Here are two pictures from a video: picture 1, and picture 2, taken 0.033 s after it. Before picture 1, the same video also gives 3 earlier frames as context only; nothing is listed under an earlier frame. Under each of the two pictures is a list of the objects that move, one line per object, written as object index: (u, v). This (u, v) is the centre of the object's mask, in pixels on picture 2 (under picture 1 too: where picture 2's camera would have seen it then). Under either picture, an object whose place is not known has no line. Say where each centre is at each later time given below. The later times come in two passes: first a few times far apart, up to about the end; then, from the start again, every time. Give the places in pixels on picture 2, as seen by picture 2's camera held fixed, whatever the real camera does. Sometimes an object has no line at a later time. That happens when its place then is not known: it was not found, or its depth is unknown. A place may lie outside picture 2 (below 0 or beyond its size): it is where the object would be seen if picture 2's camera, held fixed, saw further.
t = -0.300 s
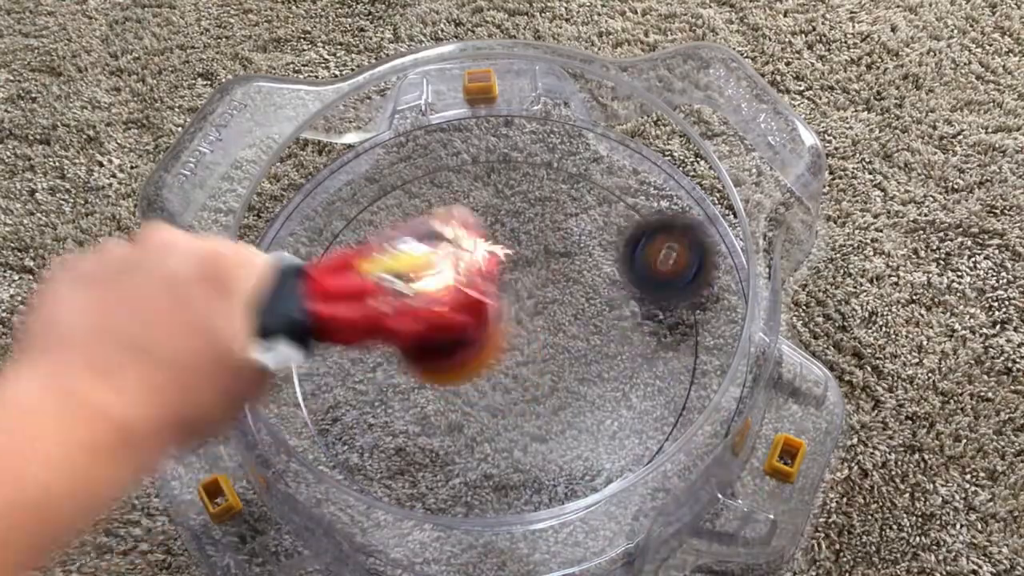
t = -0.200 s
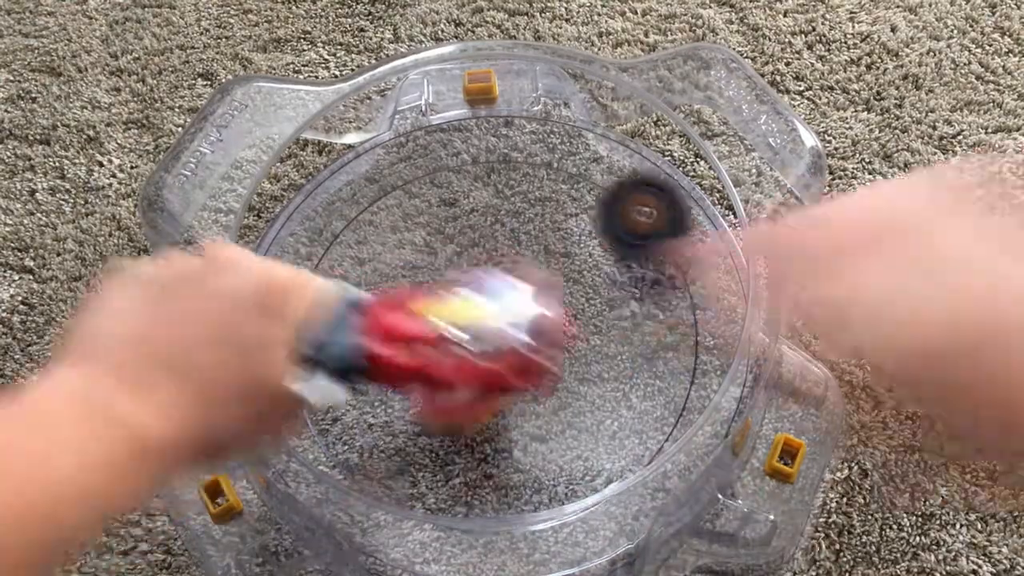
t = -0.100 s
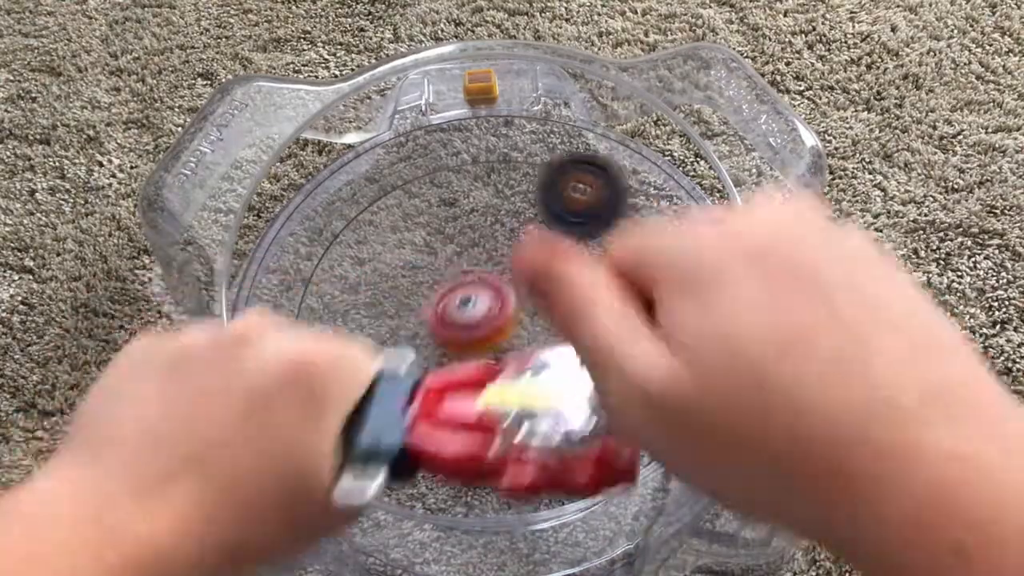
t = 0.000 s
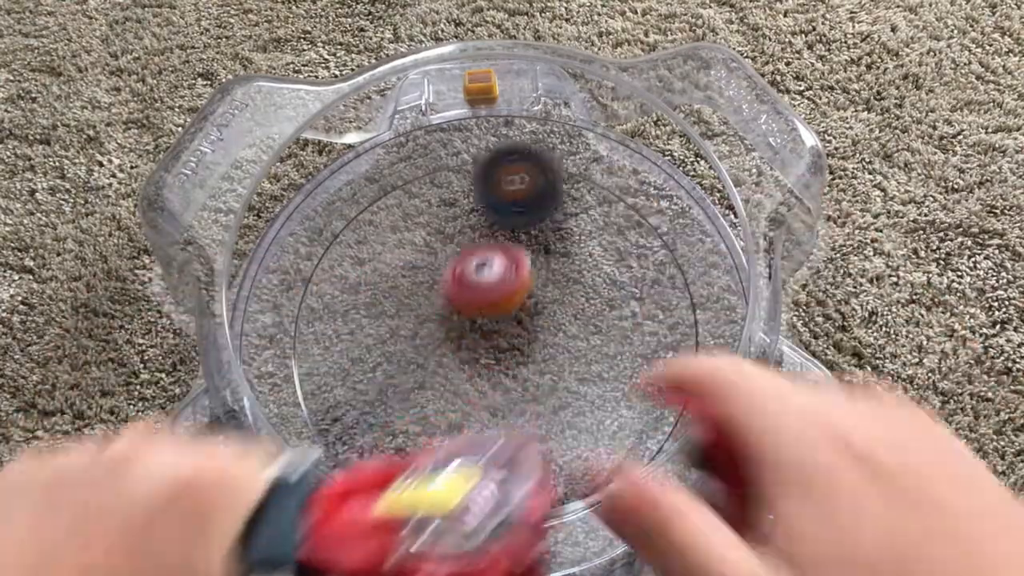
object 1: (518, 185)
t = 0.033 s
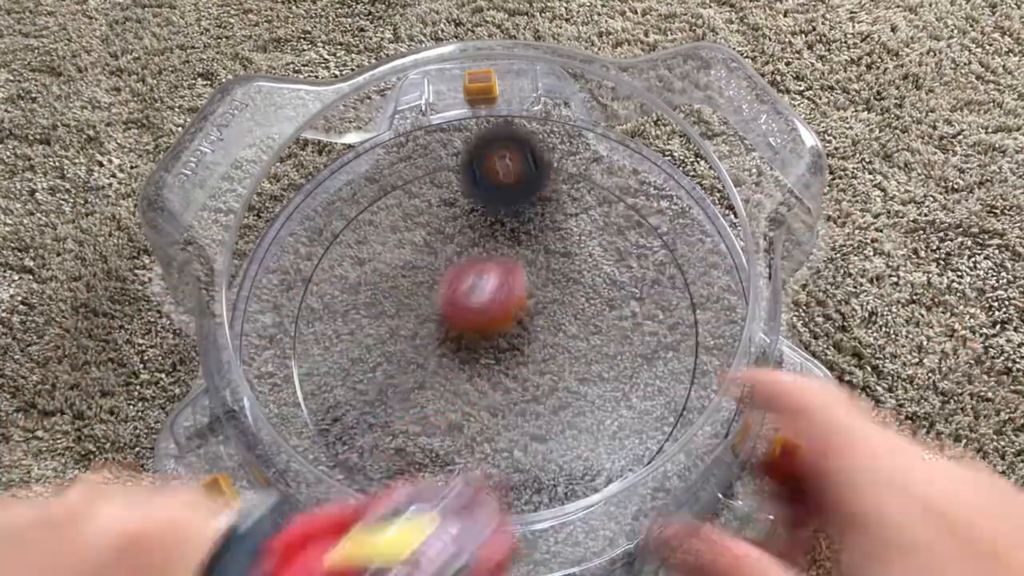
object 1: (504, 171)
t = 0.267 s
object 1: (426, 225)
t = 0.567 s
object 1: (606, 429)
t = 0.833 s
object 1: (710, 298)
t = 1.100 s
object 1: (609, 198)
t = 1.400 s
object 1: (381, 392)
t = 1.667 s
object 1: (605, 511)
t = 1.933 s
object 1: (576, 320)
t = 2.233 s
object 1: (433, 396)
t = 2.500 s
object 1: (553, 409)
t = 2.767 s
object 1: (622, 283)
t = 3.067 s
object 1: (505, 188)
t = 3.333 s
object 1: (416, 199)
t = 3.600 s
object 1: (462, 340)
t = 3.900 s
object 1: (614, 325)
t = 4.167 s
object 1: (632, 155)
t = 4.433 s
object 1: (687, 268)
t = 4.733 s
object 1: (600, 391)
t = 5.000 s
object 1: (522, 424)
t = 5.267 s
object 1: (466, 436)
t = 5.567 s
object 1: (421, 379)
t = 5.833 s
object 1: (404, 300)
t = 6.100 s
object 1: (433, 256)
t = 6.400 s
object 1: (510, 230)
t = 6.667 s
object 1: (578, 238)
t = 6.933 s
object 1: (617, 285)
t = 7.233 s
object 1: (614, 367)
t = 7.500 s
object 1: (563, 419)
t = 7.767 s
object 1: (484, 429)
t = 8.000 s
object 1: (419, 399)
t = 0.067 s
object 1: (493, 150)
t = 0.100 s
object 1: (482, 145)
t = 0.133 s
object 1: (471, 148)
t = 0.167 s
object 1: (456, 159)
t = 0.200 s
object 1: (442, 174)
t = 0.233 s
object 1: (431, 199)
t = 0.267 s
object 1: (426, 225)
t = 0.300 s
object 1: (426, 261)
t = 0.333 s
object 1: (431, 294)
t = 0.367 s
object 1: (443, 324)
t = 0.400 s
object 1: (462, 352)
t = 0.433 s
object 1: (488, 378)
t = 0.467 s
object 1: (515, 400)
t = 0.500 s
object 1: (543, 415)
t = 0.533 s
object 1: (576, 426)
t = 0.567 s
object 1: (606, 429)
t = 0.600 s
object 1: (635, 423)
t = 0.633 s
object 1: (660, 410)
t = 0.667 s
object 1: (677, 389)
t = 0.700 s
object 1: (689, 375)
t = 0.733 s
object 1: (702, 355)
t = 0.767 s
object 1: (708, 337)
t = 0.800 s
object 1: (709, 316)
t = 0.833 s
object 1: (710, 298)
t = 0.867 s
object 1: (710, 278)
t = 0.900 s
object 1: (708, 261)
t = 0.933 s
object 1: (704, 242)
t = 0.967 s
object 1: (695, 227)
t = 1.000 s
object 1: (681, 215)
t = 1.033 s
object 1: (660, 205)
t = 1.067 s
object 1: (637, 199)
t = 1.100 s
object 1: (609, 198)
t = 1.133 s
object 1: (576, 200)
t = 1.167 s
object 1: (540, 209)
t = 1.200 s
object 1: (505, 222)
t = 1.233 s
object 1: (470, 242)
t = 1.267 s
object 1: (441, 270)
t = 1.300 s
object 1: (418, 296)
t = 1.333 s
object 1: (401, 326)
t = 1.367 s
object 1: (388, 359)
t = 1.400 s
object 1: (381, 392)
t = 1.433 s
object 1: (395, 428)
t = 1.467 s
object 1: (425, 463)
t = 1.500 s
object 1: (460, 485)
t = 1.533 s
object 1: (493, 508)
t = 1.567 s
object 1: (533, 520)
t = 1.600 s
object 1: (572, 526)
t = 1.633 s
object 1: (602, 529)
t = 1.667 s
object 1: (605, 511)
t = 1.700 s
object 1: (611, 487)
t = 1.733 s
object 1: (614, 467)
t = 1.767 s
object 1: (614, 446)
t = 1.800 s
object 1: (619, 428)
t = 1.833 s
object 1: (617, 401)
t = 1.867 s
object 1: (609, 372)
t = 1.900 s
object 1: (597, 344)
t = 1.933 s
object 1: (576, 320)
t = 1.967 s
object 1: (550, 302)
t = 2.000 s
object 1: (495, 334)
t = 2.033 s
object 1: (429, 390)
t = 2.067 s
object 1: (365, 428)
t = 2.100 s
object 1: (330, 447)
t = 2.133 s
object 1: (351, 433)
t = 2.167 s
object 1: (382, 420)
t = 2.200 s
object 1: (407, 414)
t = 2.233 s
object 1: (433, 396)
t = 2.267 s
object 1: (459, 403)
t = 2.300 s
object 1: (480, 417)
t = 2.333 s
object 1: (500, 432)
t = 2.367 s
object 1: (515, 439)
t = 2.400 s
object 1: (527, 440)
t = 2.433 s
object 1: (539, 432)
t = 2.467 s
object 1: (548, 423)
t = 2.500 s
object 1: (553, 409)
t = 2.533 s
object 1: (553, 392)
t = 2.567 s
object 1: (546, 378)
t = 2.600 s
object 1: (538, 360)
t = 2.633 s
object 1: (527, 350)
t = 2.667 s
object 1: (549, 332)
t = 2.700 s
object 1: (583, 316)
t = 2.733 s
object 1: (607, 300)
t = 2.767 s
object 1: (622, 283)
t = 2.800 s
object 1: (628, 266)
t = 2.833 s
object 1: (628, 250)
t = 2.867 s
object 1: (621, 236)
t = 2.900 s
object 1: (607, 219)
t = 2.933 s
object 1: (590, 205)
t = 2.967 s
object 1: (571, 195)
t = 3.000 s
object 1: (550, 188)
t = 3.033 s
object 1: (528, 187)
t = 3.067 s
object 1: (505, 188)
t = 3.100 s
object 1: (485, 193)
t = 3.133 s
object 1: (469, 193)
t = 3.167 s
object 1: (462, 184)
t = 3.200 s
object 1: (456, 177)
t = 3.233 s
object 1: (447, 176)
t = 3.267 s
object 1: (437, 181)
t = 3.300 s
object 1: (427, 189)
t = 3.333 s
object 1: (416, 199)
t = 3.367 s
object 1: (408, 218)
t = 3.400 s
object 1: (404, 235)
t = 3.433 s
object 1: (405, 255)
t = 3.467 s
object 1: (409, 276)
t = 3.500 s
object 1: (417, 295)
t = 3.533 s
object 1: (430, 314)
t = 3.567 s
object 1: (443, 331)
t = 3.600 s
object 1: (462, 340)
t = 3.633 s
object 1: (482, 350)
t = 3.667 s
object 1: (501, 358)
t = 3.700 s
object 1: (520, 359)
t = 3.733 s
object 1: (540, 362)
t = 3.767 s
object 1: (559, 357)
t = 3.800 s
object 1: (576, 351)
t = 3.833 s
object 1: (590, 342)
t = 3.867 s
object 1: (603, 334)
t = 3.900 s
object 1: (614, 325)
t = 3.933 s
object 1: (623, 314)
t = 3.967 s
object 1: (628, 302)
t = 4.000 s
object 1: (630, 289)
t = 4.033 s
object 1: (629, 279)
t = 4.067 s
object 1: (623, 269)
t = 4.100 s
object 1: (613, 262)
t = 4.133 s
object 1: (617, 222)
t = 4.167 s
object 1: (632, 155)
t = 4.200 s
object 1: (645, 137)
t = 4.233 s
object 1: (664, 155)
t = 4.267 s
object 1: (672, 175)
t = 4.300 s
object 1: (680, 195)
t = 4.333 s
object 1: (683, 214)
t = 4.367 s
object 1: (685, 234)
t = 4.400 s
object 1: (687, 250)
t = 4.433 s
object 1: (687, 268)
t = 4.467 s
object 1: (684, 286)
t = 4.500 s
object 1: (677, 305)
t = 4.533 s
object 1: (668, 321)
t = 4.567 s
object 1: (657, 337)
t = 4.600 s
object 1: (646, 352)
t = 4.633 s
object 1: (634, 364)
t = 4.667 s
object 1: (622, 374)
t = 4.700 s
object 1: (610, 385)
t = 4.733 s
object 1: (600, 391)
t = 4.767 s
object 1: (591, 396)
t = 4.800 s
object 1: (579, 402)
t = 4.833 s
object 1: (569, 405)
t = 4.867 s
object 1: (559, 409)
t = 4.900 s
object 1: (548, 412)
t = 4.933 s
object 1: (539, 416)
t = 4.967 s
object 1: (531, 420)
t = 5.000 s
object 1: (522, 424)
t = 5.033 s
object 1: (514, 427)
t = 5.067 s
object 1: (505, 431)
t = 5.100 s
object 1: (499, 437)
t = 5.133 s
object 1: (491, 439)
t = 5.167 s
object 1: (484, 442)
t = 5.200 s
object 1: (478, 442)
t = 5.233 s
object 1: (471, 439)
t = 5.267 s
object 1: (466, 436)
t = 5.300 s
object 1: (460, 432)
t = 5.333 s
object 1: (455, 427)
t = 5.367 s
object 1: (450, 422)
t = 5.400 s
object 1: (446, 418)
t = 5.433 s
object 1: (442, 415)
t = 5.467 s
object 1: (436, 405)
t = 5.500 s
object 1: (430, 397)
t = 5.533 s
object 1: (427, 388)
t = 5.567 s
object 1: (421, 379)
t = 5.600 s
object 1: (416, 369)
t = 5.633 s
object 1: (411, 358)
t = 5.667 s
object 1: (409, 348)
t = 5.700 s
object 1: (406, 338)
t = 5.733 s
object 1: (405, 328)
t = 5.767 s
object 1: (403, 320)
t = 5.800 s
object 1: (404, 309)
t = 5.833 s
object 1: (404, 300)
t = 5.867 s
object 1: (405, 292)
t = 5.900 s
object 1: (406, 286)
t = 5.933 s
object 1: (411, 278)
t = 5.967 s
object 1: (414, 274)
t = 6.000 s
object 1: (417, 268)
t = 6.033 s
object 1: (422, 263)
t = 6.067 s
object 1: (427, 259)
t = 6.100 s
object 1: (433, 256)
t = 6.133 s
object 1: (442, 251)
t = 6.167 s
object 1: (449, 248)
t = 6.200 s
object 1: (457, 246)
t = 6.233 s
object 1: (465, 242)
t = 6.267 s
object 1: (472, 240)
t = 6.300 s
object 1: (480, 238)
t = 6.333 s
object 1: (492, 234)
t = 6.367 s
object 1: (501, 231)
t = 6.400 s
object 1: (510, 230)
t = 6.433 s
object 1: (520, 228)
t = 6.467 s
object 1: (528, 227)
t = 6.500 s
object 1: (538, 227)
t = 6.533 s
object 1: (546, 228)
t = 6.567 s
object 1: (554, 230)
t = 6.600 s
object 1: (562, 232)
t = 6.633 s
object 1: (571, 234)
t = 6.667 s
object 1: (578, 238)
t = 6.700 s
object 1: (584, 241)
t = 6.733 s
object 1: (591, 245)
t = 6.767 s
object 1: (596, 249)
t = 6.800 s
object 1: (602, 256)
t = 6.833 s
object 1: (607, 262)
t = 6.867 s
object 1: (611, 269)
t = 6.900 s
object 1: (613, 278)
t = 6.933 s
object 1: (617, 285)
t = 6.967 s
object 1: (619, 293)
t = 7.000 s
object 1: (620, 303)
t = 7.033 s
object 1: (622, 311)
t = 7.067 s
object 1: (624, 319)
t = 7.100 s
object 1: (623, 330)
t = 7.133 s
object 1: (622, 340)
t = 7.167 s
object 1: (620, 350)
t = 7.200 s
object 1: (617, 360)
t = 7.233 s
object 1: (614, 367)
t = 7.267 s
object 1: (610, 376)
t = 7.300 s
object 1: (605, 384)
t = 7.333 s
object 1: (599, 391)
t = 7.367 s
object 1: (592, 397)
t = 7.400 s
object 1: (586, 403)
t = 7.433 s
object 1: (579, 411)
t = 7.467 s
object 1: (571, 416)
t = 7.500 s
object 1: (563, 419)
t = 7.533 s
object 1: (553, 426)
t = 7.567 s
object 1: (545, 429)
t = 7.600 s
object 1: (535, 430)
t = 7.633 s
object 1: (525, 431)
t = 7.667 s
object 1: (514, 433)
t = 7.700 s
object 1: (503, 432)
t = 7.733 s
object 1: (494, 431)
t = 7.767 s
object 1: (484, 429)
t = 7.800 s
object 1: (474, 427)
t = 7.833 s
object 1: (465, 423)
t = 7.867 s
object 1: (455, 419)
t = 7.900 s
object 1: (444, 416)
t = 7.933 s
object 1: (435, 410)
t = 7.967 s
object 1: (426, 405)
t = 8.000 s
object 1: (419, 399)
